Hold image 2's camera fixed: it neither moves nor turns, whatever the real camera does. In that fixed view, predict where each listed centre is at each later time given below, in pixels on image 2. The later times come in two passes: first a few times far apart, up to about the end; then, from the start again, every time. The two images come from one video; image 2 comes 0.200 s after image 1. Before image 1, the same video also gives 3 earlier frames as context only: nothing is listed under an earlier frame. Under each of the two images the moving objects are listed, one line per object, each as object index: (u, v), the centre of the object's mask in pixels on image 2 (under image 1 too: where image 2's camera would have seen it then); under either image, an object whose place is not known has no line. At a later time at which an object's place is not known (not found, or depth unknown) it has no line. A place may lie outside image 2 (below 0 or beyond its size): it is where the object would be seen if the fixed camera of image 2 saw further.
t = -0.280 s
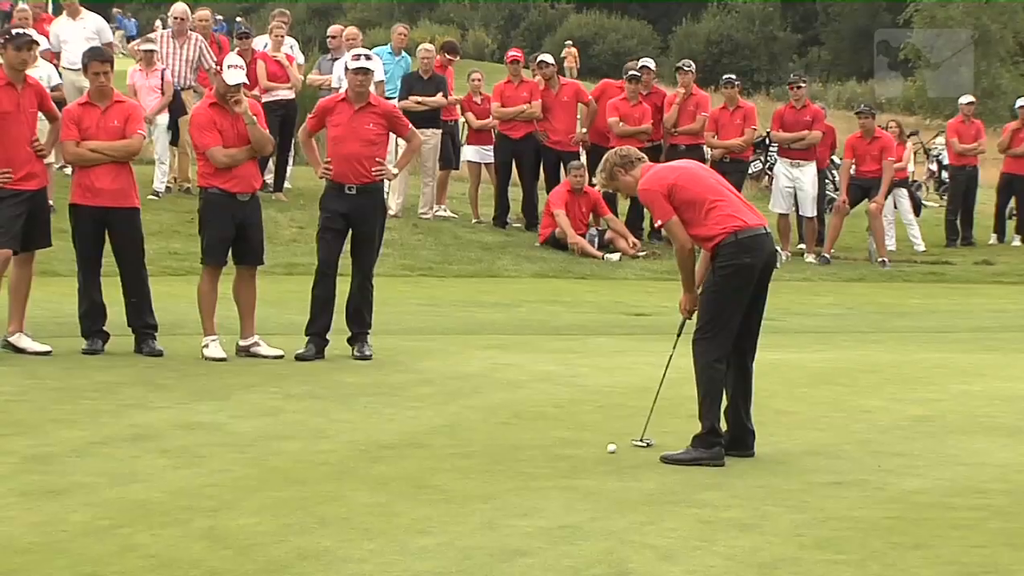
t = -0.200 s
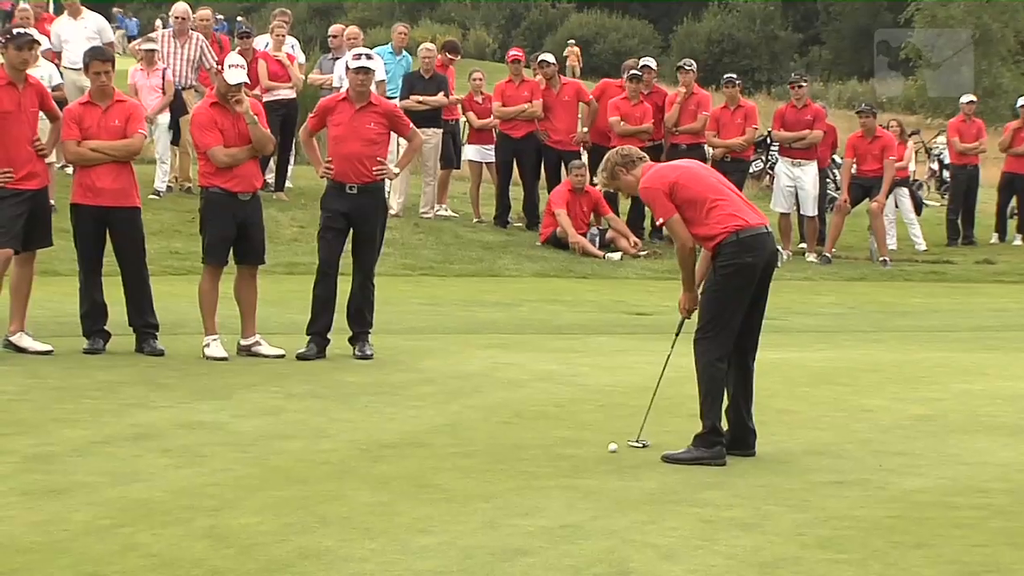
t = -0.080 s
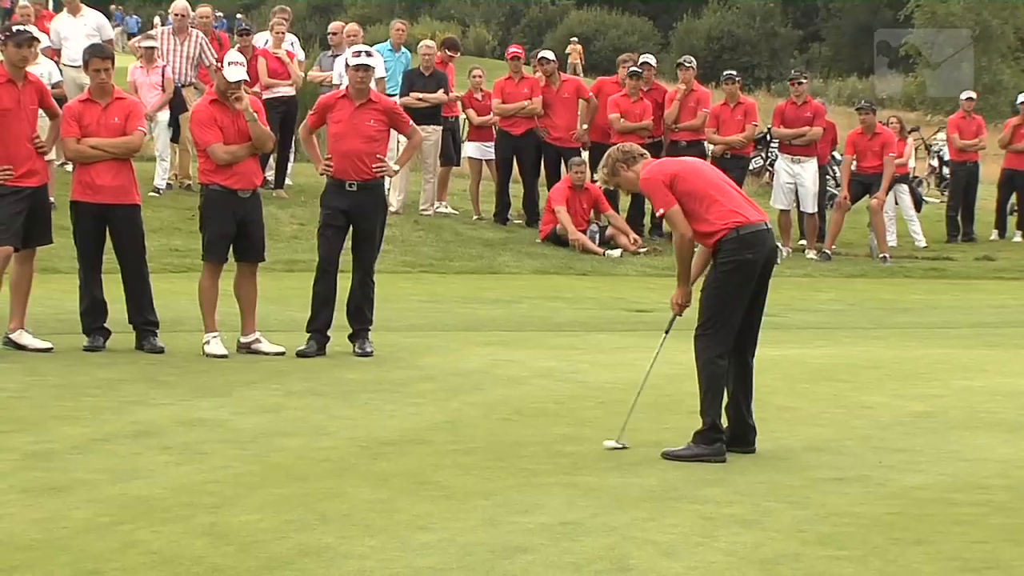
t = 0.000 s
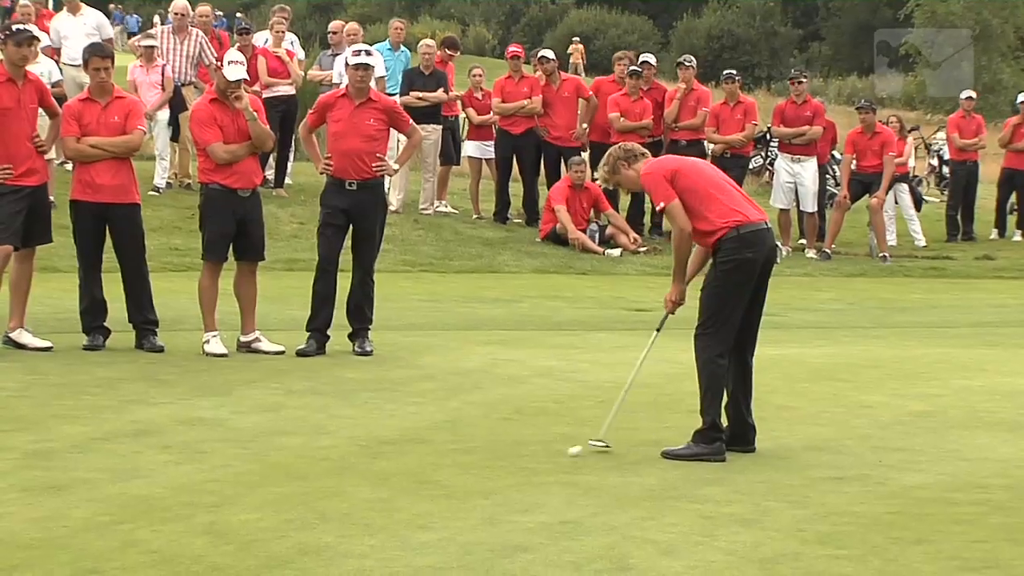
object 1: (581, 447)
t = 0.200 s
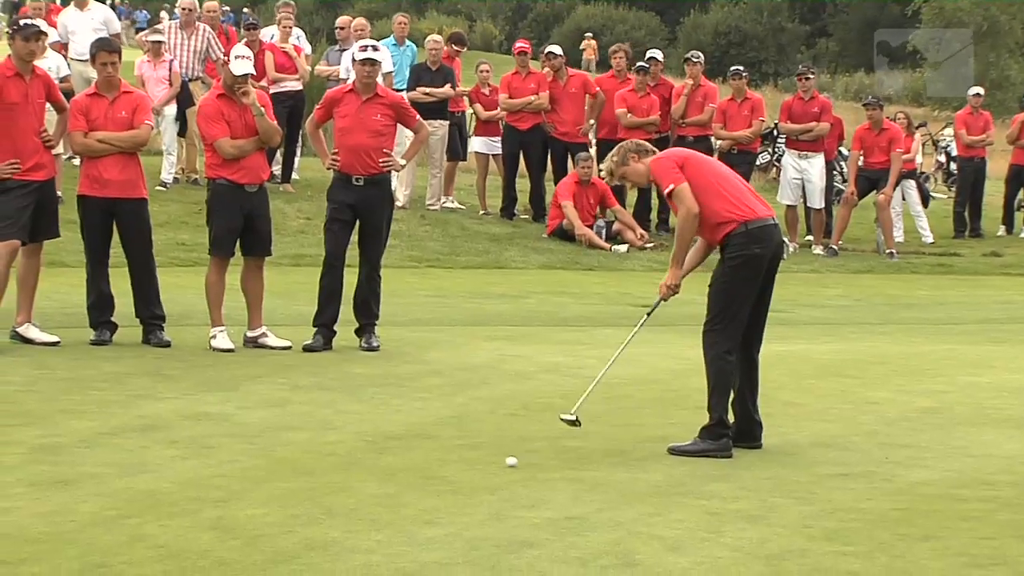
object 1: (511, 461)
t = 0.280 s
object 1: (486, 467)
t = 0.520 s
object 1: (413, 485)
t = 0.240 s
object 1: (499, 464)
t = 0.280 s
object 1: (486, 467)
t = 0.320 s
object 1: (474, 470)
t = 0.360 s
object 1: (462, 473)
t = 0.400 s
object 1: (450, 476)
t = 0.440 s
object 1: (438, 479)
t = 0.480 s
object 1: (425, 482)
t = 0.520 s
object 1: (413, 485)
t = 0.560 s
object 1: (400, 488)
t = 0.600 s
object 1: (388, 491)
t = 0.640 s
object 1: (375, 494)
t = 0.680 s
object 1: (362, 498)
